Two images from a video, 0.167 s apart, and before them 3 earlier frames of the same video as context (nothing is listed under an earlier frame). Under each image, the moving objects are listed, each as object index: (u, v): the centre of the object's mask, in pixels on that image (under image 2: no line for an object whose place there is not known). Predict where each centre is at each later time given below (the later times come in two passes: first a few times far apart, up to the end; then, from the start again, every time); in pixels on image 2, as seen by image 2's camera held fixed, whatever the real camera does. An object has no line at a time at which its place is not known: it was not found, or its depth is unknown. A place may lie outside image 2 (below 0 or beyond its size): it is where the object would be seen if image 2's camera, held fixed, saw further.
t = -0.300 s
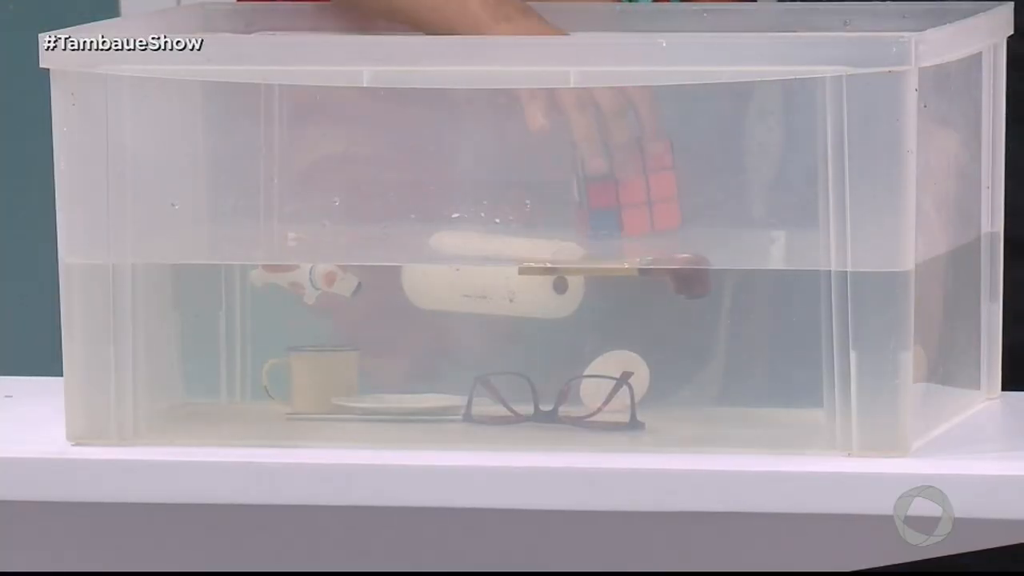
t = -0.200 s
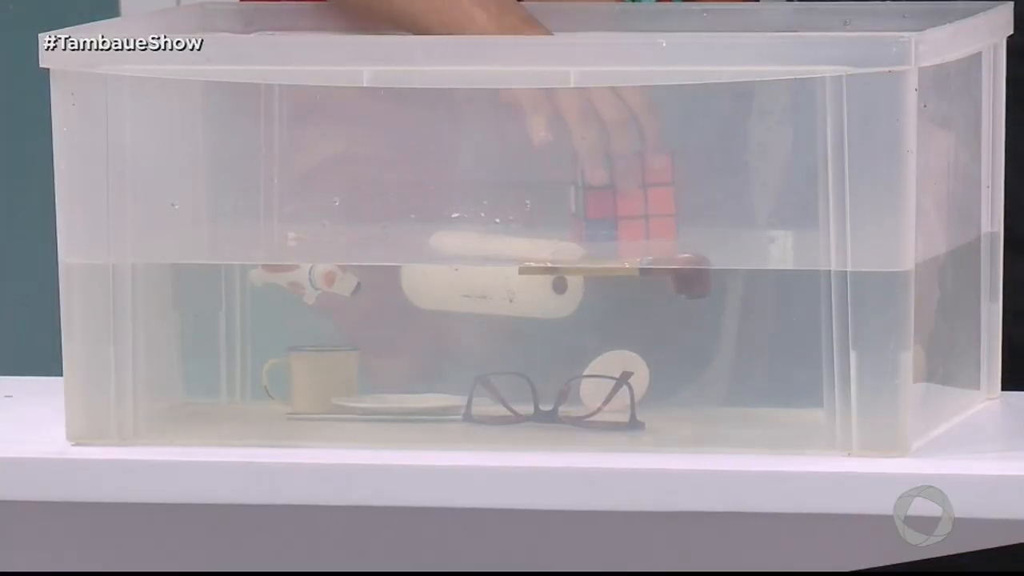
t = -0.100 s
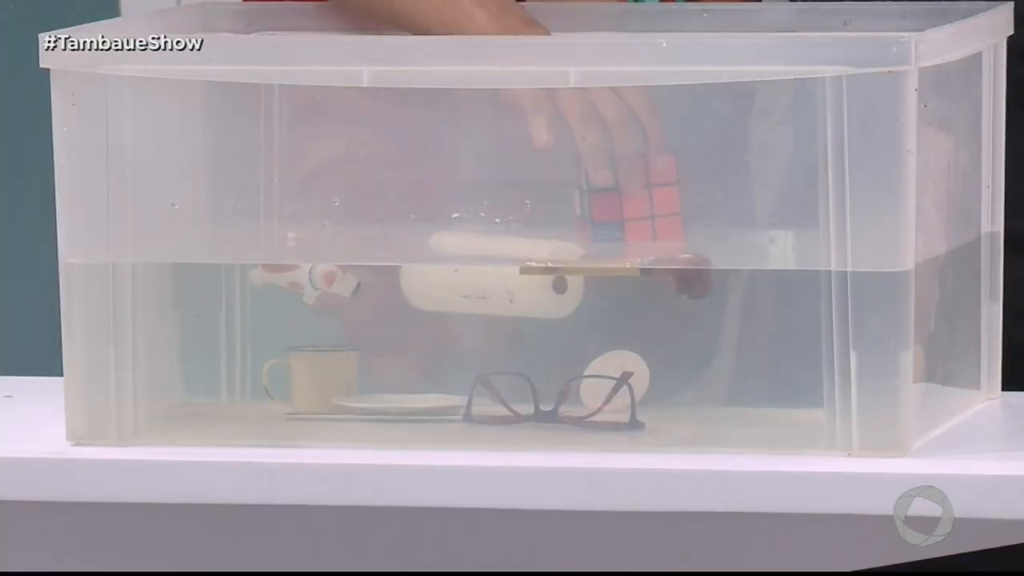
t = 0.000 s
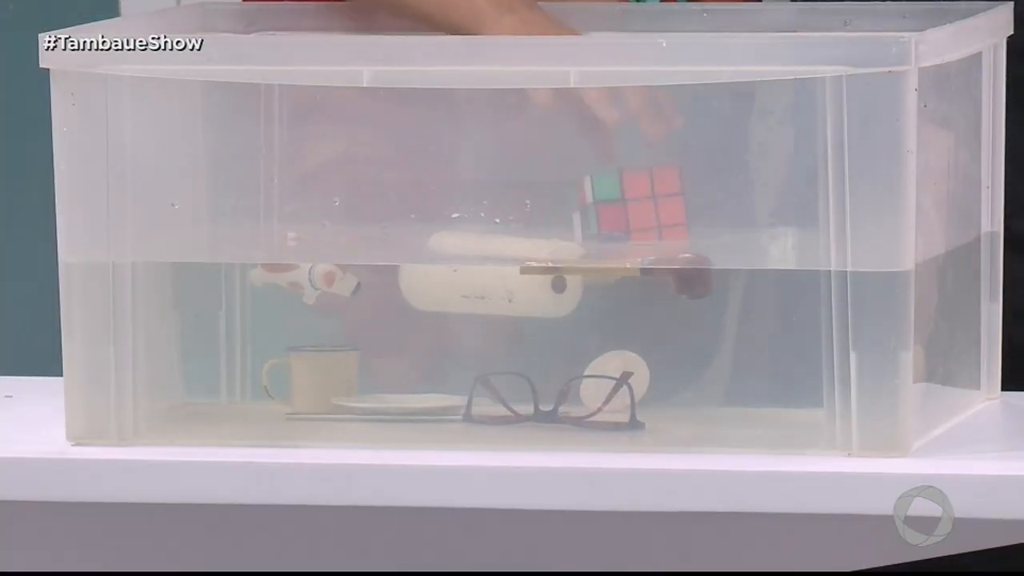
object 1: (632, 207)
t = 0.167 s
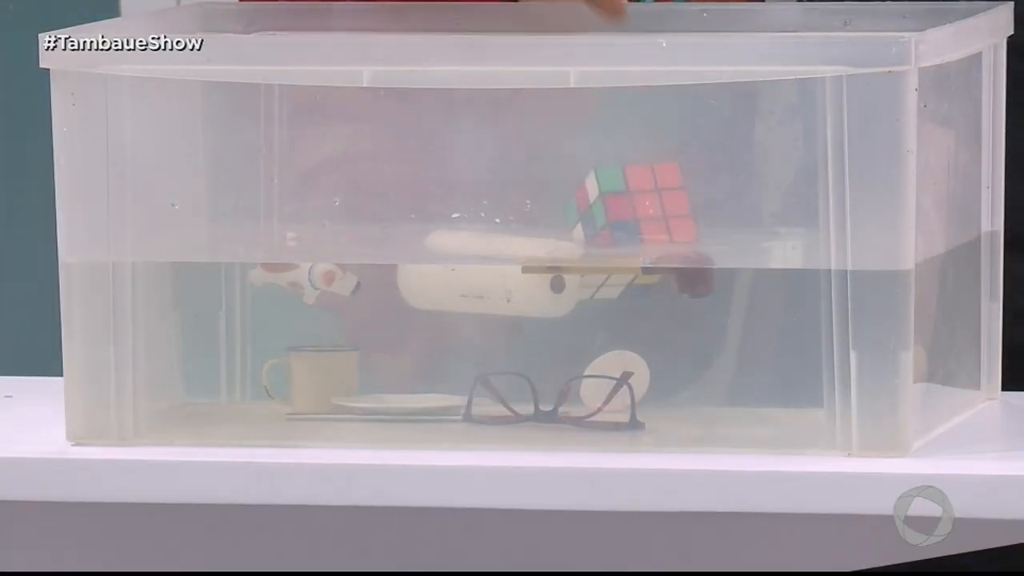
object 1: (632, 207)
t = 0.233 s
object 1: (633, 199)
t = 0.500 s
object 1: (636, 203)
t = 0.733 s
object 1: (640, 200)
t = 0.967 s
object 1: (640, 197)
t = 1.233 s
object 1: (640, 199)
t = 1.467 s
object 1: (640, 198)
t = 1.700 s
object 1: (643, 200)
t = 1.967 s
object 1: (649, 197)
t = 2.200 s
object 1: (653, 197)
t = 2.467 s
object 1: (653, 198)
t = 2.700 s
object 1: (655, 198)
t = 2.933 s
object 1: (655, 198)
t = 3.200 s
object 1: (656, 197)
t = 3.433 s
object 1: (657, 199)
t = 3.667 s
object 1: (653, 214)
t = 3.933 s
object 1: (657, 199)
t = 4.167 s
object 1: (658, 199)
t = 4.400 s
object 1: (654, 215)
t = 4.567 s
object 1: (658, 199)
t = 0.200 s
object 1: (632, 203)
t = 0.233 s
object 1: (633, 199)
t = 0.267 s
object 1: (633, 197)
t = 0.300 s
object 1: (634, 197)
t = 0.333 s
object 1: (634, 199)
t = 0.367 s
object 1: (634, 201)
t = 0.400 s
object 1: (635, 203)
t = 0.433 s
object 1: (633, 219)
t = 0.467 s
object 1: (633, 219)
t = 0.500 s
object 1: (636, 203)
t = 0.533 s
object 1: (637, 201)
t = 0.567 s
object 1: (637, 200)
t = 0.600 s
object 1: (637, 198)
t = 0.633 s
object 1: (638, 198)
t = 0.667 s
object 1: (638, 198)
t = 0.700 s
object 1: (639, 198)
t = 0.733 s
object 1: (640, 200)
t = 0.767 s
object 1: (637, 217)
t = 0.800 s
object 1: (638, 218)
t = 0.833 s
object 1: (638, 217)
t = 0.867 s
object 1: (639, 215)
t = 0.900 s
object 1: (642, 199)
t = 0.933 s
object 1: (641, 198)
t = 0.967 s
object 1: (640, 197)
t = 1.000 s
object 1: (641, 197)
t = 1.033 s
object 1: (641, 198)
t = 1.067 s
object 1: (638, 215)
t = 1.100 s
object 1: (638, 216)
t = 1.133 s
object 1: (638, 217)
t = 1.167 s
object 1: (638, 216)
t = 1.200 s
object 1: (638, 215)
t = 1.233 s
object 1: (640, 199)
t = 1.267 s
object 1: (641, 201)
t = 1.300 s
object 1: (641, 199)
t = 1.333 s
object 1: (643, 199)
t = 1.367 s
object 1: (643, 199)
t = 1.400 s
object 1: (639, 199)
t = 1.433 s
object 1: (640, 198)
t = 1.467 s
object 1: (640, 198)
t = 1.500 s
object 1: (641, 198)
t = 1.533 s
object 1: (640, 197)
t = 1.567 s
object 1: (641, 198)
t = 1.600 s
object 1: (641, 198)
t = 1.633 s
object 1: (641, 199)
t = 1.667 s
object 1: (642, 199)
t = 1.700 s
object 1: (643, 200)
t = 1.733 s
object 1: (644, 200)
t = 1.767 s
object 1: (646, 199)
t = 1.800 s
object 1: (647, 199)
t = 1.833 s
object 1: (647, 198)
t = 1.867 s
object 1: (648, 197)
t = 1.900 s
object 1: (648, 197)
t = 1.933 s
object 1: (648, 197)
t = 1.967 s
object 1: (649, 197)
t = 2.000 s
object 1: (649, 198)
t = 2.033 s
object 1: (649, 198)
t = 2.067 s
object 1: (650, 198)
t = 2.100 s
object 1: (651, 198)
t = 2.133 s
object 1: (652, 198)
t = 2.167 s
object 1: (652, 197)
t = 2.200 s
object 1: (653, 197)
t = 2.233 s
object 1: (652, 197)
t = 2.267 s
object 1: (653, 196)
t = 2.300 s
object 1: (654, 197)
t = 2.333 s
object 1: (654, 197)
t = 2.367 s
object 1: (654, 198)
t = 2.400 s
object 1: (654, 198)
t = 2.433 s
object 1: (654, 199)
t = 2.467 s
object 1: (653, 198)
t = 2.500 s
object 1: (653, 198)
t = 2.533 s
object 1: (654, 198)
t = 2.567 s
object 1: (654, 197)
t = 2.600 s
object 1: (654, 197)
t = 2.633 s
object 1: (655, 197)
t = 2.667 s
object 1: (655, 197)
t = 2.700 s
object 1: (655, 198)
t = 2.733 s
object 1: (655, 199)
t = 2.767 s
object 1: (655, 199)
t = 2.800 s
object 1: (655, 199)
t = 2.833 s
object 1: (655, 199)
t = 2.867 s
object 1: (655, 199)
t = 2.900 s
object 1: (656, 199)
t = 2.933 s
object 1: (655, 198)
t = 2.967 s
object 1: (656, 197)
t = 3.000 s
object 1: (656, 197)
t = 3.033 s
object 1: (657, 197)
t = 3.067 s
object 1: (657, 197)
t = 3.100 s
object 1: (656, 197)
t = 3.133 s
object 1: (656, 197)
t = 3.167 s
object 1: (656, 197)
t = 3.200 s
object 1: (656, 197)
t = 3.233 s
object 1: (656, 197)
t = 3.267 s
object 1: (655, 197)
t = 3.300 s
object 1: (655, 198)
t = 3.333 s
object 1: (656, 198)
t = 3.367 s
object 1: (656, 198)
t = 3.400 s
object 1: (657, 199)
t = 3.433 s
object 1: (657, 199)
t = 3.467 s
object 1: (657, 199)
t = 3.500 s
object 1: (653, 214)
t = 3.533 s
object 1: (653, 214)
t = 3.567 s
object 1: (653, 215)
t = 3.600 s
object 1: (653, 215)
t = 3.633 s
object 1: (653, 214)
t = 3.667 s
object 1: (653, 214)
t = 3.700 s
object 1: (657, 199)
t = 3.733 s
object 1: (656, 198)
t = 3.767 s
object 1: (656, 198)
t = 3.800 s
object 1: (657, 198)
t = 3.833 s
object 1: (656, 198)
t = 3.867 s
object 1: (656, 198)
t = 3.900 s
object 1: (657, 198)
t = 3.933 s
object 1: (657, 199)
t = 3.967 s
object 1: (657, 199)
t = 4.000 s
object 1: (653, 214)
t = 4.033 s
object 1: (653, 214)
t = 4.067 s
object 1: (658, 199)
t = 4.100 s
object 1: (658, 200)
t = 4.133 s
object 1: (658, 199)
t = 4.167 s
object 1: (658, 199)
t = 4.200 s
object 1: (658, 199)
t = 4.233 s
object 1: (658, 200)
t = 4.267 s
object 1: (658, 200)
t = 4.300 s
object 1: (658, 200)
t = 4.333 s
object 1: (654, 216)
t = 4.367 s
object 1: (653, 216)
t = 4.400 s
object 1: (654, 215)
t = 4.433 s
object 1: (658, 200)
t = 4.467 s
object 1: (658, 200)
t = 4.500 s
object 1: (658, 199)
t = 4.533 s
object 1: (657, 199)
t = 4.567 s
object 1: (658, 199)
